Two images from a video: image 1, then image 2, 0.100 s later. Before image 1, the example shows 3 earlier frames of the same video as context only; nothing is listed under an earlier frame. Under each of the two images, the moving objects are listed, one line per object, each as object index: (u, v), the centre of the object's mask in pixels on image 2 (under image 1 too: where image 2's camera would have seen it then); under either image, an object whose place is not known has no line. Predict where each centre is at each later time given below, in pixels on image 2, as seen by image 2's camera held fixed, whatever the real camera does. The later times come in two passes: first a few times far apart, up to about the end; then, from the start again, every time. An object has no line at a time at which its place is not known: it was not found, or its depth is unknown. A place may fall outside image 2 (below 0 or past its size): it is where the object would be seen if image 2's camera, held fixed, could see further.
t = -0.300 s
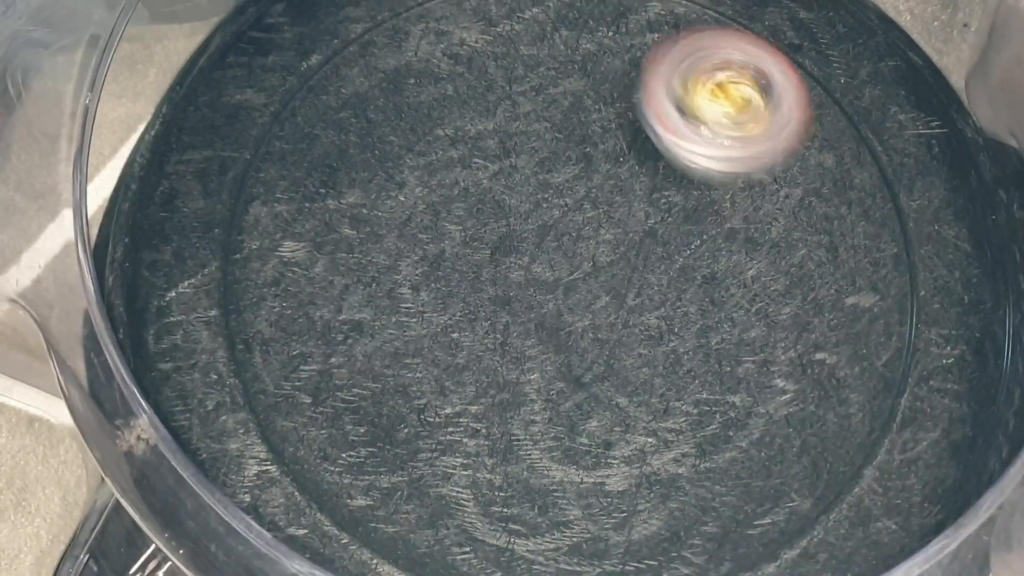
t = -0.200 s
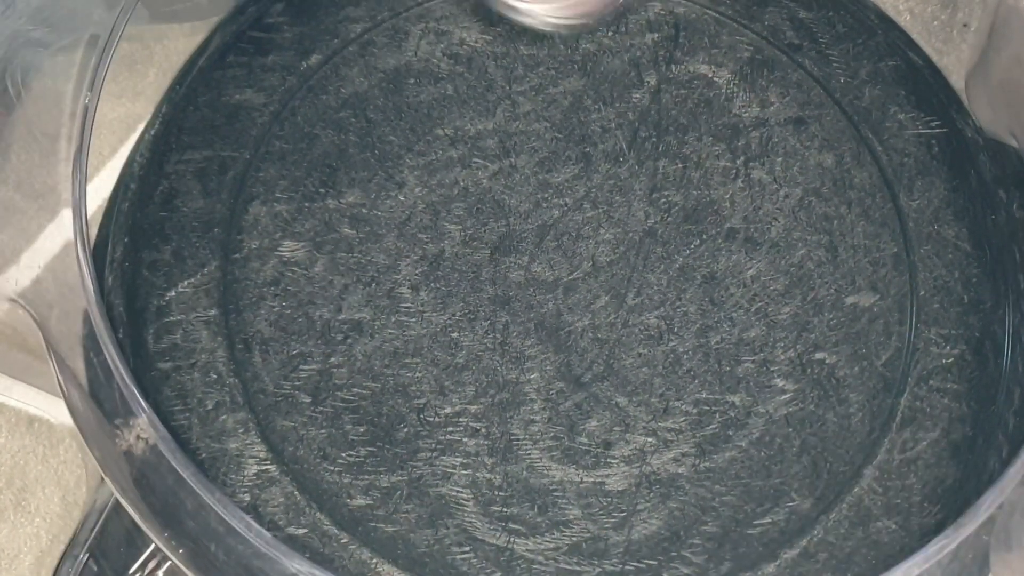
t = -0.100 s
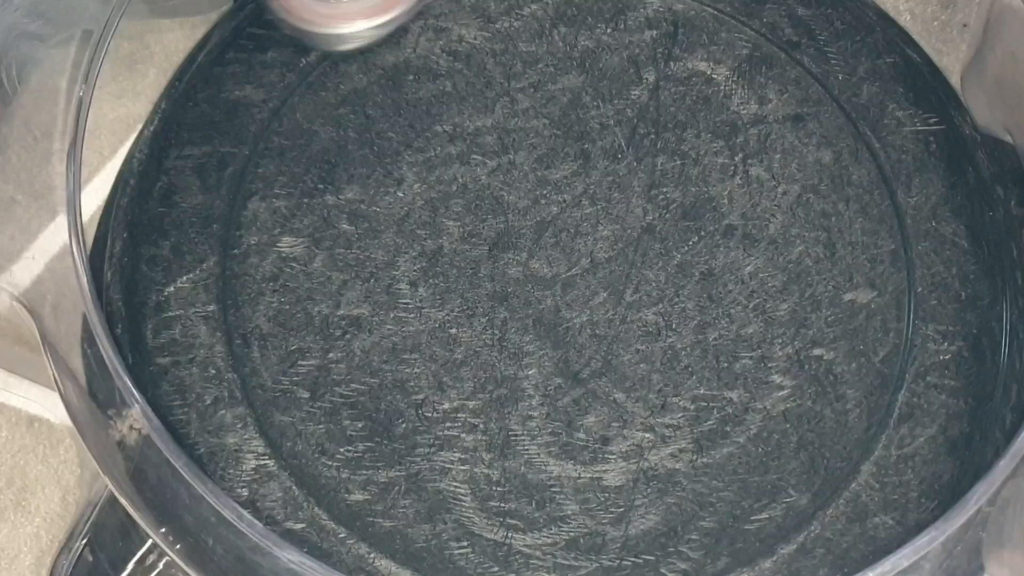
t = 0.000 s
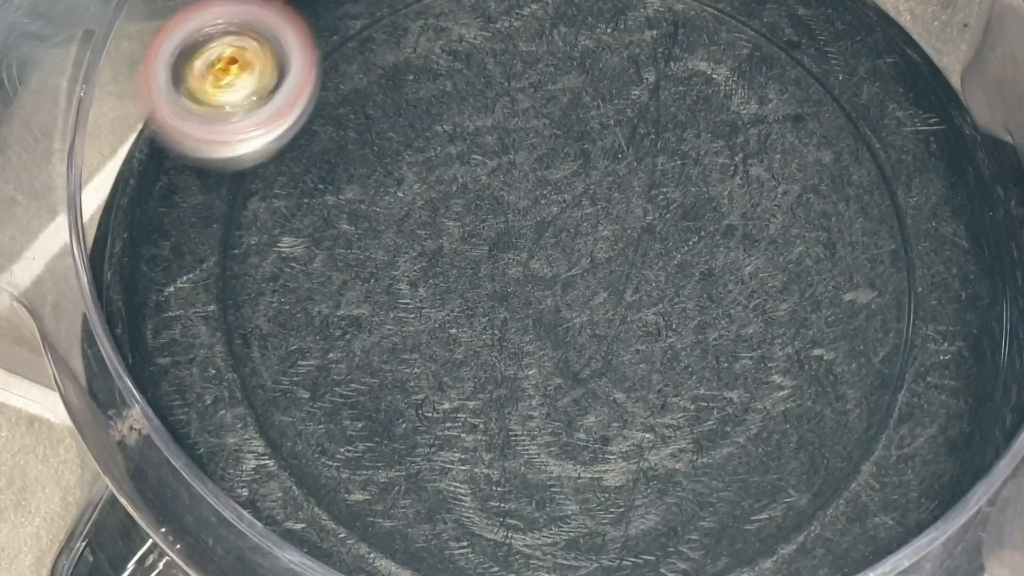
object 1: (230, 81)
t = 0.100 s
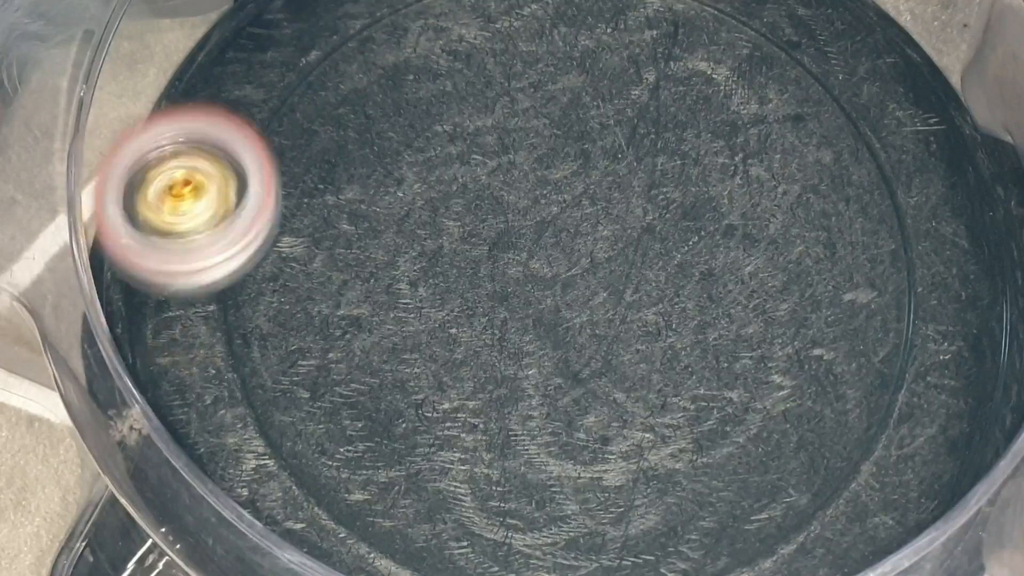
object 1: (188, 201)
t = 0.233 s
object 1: (217, 353)
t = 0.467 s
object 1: (527, 496)
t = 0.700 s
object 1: (748, 337)
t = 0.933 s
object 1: (691, 156)
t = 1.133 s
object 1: (547, 113)
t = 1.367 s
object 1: (462, 213)
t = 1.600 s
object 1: (567, 279)
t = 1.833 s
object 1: (606, 206)
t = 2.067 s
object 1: (557, 209)
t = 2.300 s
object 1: (581, 225)
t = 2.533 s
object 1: (589, 224)
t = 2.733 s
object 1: (592, 228)
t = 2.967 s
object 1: (593, 236)
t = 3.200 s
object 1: (594, 238)
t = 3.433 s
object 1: (590, 244)
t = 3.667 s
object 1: (587, 252)
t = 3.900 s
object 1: (588, 251)
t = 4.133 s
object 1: (580, 252)
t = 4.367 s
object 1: (570, 250)
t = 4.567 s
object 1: (565, 250)
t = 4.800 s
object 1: (566, 251)
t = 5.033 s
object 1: (564, 243)
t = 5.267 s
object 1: (562, 234)
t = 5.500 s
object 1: (560, 227)
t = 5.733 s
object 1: (562, 226)
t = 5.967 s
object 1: (567, 229)
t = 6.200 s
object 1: (576, 231)
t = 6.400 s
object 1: (581, 233)
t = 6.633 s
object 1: (582, 233)
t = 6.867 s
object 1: (587, 239)
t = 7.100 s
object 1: (588, 241)
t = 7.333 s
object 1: (585, 245)
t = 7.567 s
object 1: (581, 249)
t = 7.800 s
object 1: (575, 250)
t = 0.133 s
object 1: (184, 242)
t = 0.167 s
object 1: (190, 281)
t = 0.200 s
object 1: (201, 320)
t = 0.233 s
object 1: (217, 353)
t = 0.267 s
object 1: (236, 384)
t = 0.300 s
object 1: (262, 413)
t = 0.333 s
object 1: (300, 446)
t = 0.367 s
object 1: (351, 475)
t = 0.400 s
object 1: (408, 490)
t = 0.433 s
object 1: (466, 496)
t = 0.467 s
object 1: (527, 496)
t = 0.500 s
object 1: (587, 490)
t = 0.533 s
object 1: (638, 474)
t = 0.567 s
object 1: (678, 449)
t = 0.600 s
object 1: (706, 423)
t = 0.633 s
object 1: (726, 395)
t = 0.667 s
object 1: (740, 366)
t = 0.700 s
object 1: (748, 337)
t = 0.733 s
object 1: (751, 307)
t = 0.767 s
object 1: (750, 278)
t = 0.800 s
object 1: (745, 251)
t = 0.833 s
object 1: (736, 224)
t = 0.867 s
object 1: (724, 199)
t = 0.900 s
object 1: (709, 177)
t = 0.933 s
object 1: (691, 156)
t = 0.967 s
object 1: (670, 142)
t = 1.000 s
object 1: (647, 129)
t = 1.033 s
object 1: (624, 120)
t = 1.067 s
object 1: (598, 115)
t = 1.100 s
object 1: (571, 112)
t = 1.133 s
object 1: (547, 113)
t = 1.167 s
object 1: (522, 117)
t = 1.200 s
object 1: (502, 127)
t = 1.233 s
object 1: (482, 141)
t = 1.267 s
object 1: (468, 156)
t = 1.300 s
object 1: (463, 174)
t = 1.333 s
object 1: (460, 194)
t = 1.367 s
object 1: (462, 213)
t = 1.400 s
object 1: (471, 232)
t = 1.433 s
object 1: (483, 249)
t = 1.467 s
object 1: (497, 263)
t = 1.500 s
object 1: (514, 272)
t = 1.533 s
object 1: (532, 279)
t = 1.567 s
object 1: (550, 282)
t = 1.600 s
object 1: (567, 279)
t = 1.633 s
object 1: (582, 274)
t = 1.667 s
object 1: (591, 266)
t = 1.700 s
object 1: (602, 254)
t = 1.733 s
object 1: (610, 242)
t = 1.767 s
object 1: (612, 230)
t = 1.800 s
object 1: (611, 216)
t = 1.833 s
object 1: (606, 206)
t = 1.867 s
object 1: (599, 199)
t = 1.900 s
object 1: (589, 194)
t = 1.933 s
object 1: (579, 192)
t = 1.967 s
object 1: (570, 194)
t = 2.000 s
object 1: (563, 198)
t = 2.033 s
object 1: (558, 203)
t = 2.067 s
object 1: (557, 209)
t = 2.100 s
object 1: (558, 214)
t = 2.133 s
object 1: (560, 218)
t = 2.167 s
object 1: (564, 221)
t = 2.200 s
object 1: (569, 224)
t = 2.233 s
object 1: (574, 225)
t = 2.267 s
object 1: (578, 225)
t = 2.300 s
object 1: (581, 225)
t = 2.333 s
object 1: (584, 224)
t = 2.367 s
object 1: (586, 224)
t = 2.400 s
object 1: (587, 224)
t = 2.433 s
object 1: (588, 224)
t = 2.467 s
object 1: (588, 224)
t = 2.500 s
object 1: (588, 224)
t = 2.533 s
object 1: (589, 224)
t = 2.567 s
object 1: (589, 224)
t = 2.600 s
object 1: (590, 225)
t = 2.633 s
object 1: (591, 225)
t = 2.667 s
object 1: (591, 226)
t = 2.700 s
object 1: (591, 227)
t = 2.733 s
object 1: (592, 228)
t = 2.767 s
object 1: (592, 229)
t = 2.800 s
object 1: (592, 229)
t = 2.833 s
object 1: (592, 230)
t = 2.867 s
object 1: (592, 232)
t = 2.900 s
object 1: (592, 233)
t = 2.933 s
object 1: (592, 235)
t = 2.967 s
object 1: (593, 236)
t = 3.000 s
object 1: (594, 237)
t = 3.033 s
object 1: (595, 236)
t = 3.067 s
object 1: (595, 236)
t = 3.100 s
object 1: (595, 237)
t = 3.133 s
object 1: (595, 237)
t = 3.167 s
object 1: (594, 238)
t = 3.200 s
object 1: (594, 238)
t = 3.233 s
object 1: (593, 239)
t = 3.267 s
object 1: (593, 240)
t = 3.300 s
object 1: (592, 241)
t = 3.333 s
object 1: (592, 242)
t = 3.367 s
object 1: (591, 242)
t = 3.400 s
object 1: (590, 243)
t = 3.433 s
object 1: (590, 244)
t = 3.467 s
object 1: (590, 245)
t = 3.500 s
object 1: (590, 247)
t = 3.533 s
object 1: (589, 249)
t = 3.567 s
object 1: (589, 250)
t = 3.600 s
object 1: (588, 251)
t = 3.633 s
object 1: (587, 252)
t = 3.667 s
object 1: (587, 252)
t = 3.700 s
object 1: (587, 251)
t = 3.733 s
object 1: (588, 251)
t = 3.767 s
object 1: (587, 251)
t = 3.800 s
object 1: (587, 251)
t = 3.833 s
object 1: (588, 251)
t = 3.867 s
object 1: (588, 251)
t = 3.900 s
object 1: (588, 251)
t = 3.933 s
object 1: (587, 251)
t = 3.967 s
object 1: (587, 251)
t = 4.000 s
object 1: (585, 252)
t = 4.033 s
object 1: (584, 252)
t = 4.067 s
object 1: (583, 252)
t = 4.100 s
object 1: (581, 252)
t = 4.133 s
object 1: (580, 252)
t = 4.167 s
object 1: (578, 252)
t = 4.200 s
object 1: (577, 252)
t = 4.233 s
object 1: (575, 251)
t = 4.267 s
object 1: (573, 251)
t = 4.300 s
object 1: (572, 251)
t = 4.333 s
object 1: (571, 251)
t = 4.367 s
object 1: (570, 250)
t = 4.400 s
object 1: (569, 250)
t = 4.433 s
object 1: (568, 251)
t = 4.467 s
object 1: (567, 250)
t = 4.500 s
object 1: (566, 250)
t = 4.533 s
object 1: (565, 250)
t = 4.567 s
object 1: (565, 250)
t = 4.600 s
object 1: (566, 251)
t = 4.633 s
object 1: (566, 251)
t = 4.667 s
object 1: (566, 251)
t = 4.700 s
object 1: (566, 251)
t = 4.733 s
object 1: (566, 251)
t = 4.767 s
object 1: (566, 251)
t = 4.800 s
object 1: (566, 251)
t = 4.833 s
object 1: (566, 250)
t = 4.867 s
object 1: (566, 250)
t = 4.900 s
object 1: (566, 249)
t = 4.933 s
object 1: (566, 248)
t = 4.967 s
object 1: (566, 246)
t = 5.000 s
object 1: (565, 245)
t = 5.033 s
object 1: (564, 243)
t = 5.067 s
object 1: (564, 241)
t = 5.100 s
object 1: (563, 239)
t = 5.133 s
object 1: (563, 237)
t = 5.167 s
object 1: (563, 236)
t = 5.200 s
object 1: (563, 235)
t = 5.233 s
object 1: (563, 234)
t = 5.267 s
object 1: (562, 234)
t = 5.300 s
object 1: (562, 232)
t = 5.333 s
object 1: (562, 231)
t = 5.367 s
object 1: (561, 230)
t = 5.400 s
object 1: (561, 228)
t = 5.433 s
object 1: (560, 228)
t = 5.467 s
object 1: (560, 227)
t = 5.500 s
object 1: (560, 227)
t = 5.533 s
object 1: (560, 226)
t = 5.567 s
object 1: (560, 225)
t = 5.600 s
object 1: (561, 225)
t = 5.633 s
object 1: (561, 225)
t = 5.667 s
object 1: (561, 226)
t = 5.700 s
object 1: (562, 226)
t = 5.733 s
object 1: (562, 226)
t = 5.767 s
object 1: (562, 227)
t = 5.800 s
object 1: (564, 227)
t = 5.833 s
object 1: (564, 227)
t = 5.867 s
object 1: (564, 228)
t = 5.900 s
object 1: (565, 228)
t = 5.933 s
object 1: (566, 228)
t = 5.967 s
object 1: (567, 229)
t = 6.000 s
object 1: (569, 229)
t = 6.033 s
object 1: (570, 229)
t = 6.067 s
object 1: (571, 230)
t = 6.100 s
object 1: (573, 230)
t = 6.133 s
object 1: (573, 231)
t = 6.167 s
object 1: (575, 231)
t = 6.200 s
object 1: (576, 231)
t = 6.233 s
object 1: (577, 231)
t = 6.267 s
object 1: (580, 232)
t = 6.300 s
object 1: (580, 232)
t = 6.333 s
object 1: (581, 233)
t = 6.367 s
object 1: (581, 233)
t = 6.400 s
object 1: (581, 233)
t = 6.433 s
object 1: (581, 233)
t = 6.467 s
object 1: (581, 233)
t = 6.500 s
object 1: (581, 233)
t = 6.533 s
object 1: (581, 233)
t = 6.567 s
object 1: (581, 232)
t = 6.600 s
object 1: (582, 233)
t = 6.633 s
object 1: (582, 233)
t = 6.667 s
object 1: (582, 234)
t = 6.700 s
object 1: (583, 234)
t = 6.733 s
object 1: (584, 235)
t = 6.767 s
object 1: (585, 236)
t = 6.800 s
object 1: (586, 237)
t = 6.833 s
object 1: (587, 238)
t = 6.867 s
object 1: (587, 239)
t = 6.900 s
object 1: (587, 239)
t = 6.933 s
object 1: (587, 239)
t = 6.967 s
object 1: (587, 239)
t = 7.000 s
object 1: (588, 240)
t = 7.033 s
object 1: (588, 240)
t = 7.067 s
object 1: (587, 241)
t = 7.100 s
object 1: (588, 241)
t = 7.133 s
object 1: (587, 241)
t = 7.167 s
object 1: (587, 242)
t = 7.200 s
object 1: (587, 242)
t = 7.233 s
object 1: (587, 243)
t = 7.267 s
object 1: (586, 244)
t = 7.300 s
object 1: (586, 244)
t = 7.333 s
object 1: (585, 245)
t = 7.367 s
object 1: (585, 245)
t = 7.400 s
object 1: (585, 246)
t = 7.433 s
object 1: (584, 247)
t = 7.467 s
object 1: (584, 248)
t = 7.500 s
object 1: (583, 248)
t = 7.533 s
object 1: (583, 249)
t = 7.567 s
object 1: (581, 249)
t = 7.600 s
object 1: (581, 250)
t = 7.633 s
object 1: (580, 250)
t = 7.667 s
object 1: (579, 250)
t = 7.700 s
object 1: (578, 250)
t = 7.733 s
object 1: (577, 250)
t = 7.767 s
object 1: (576, 249)
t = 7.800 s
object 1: (575, 250)
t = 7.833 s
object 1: (575, 249)
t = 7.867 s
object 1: (575, 250)
